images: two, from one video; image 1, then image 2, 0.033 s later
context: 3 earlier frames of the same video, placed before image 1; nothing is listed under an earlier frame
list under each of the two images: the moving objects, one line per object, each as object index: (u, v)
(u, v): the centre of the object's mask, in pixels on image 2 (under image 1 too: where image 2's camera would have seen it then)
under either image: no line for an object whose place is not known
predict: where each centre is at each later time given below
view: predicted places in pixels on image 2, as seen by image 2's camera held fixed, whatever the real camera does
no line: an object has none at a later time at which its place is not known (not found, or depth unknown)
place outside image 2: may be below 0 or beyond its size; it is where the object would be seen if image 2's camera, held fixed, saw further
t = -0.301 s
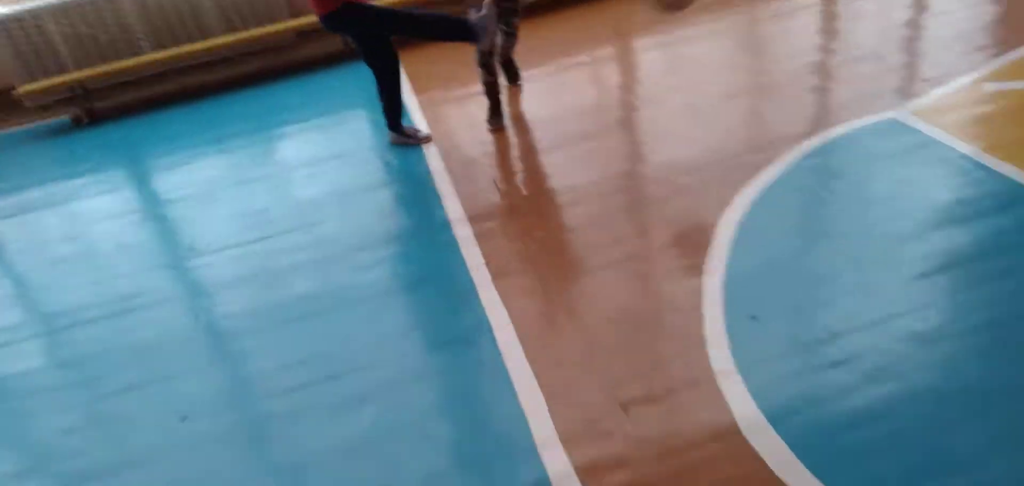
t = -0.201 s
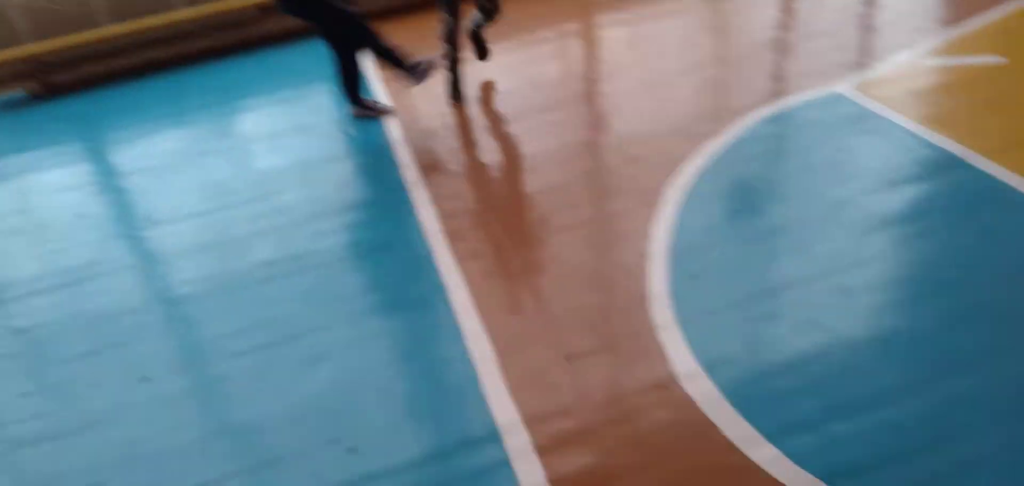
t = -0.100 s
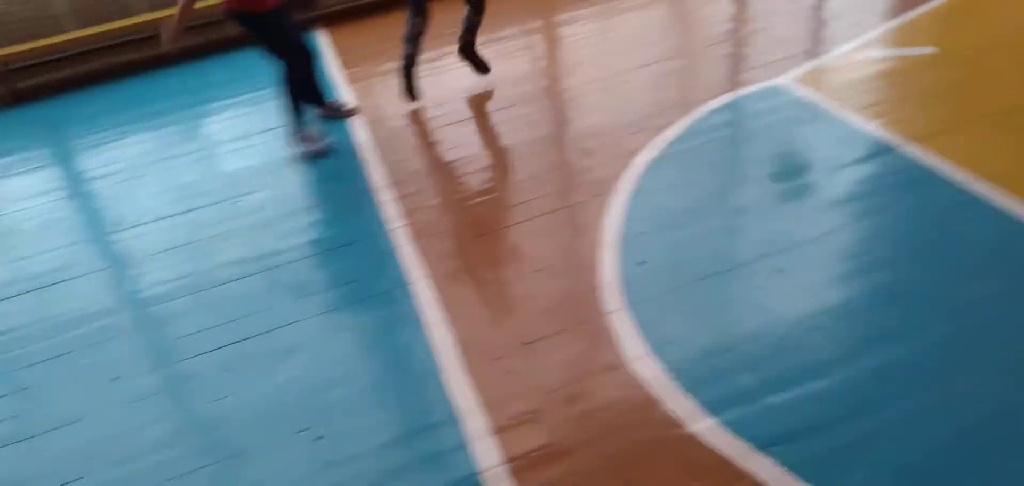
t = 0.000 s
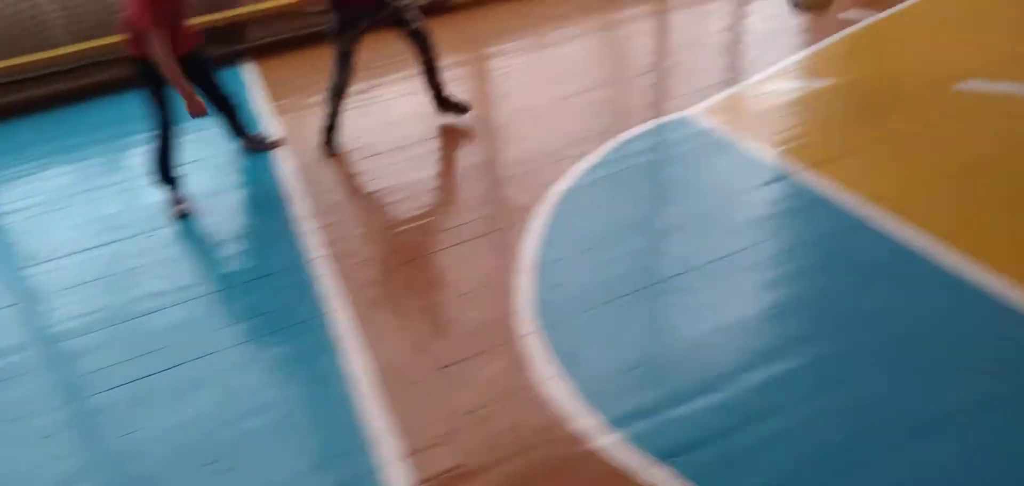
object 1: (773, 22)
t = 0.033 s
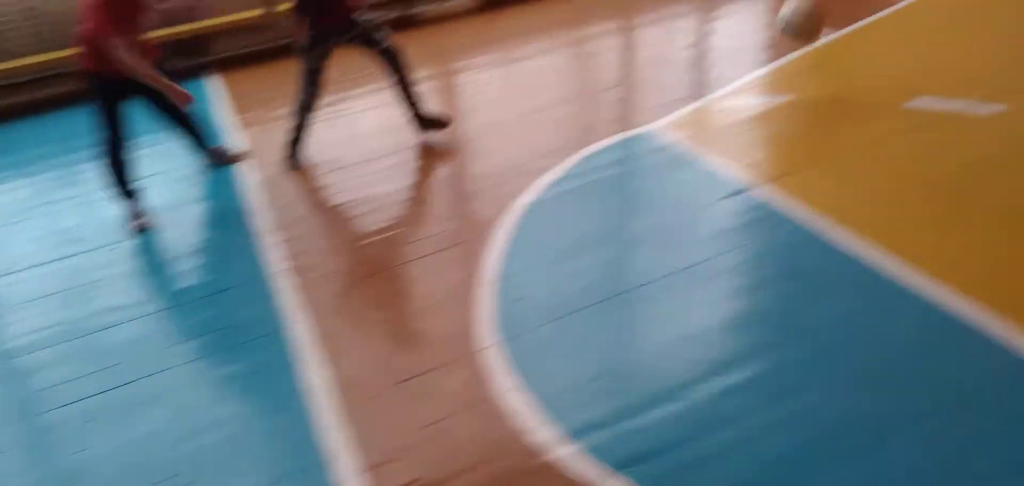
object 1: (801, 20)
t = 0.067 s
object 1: (827, 33)
